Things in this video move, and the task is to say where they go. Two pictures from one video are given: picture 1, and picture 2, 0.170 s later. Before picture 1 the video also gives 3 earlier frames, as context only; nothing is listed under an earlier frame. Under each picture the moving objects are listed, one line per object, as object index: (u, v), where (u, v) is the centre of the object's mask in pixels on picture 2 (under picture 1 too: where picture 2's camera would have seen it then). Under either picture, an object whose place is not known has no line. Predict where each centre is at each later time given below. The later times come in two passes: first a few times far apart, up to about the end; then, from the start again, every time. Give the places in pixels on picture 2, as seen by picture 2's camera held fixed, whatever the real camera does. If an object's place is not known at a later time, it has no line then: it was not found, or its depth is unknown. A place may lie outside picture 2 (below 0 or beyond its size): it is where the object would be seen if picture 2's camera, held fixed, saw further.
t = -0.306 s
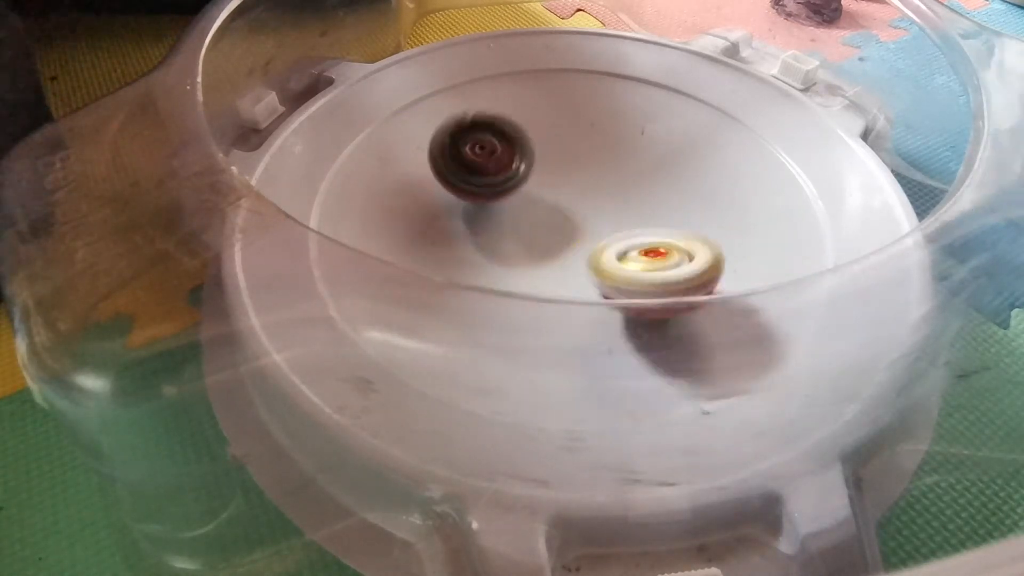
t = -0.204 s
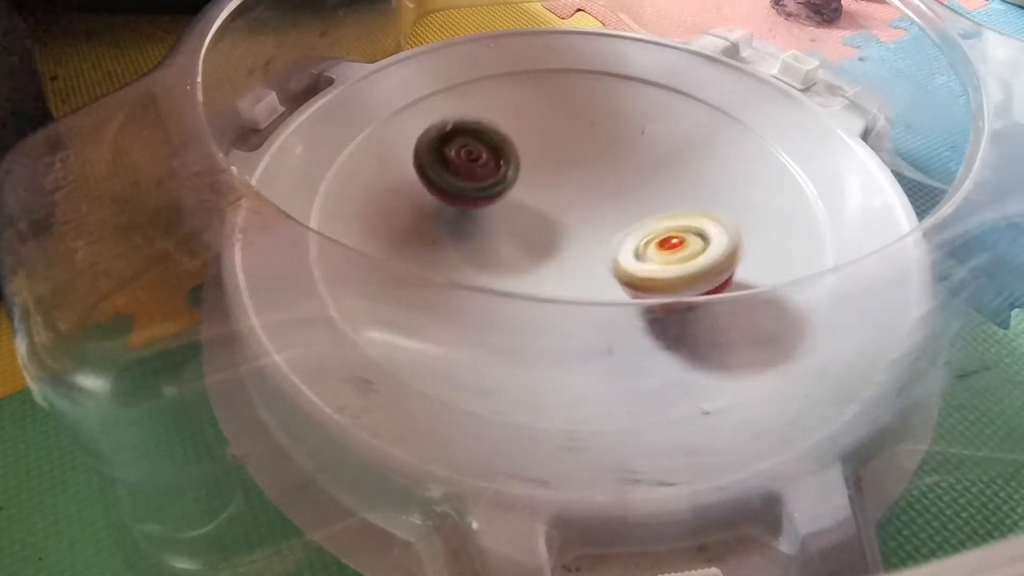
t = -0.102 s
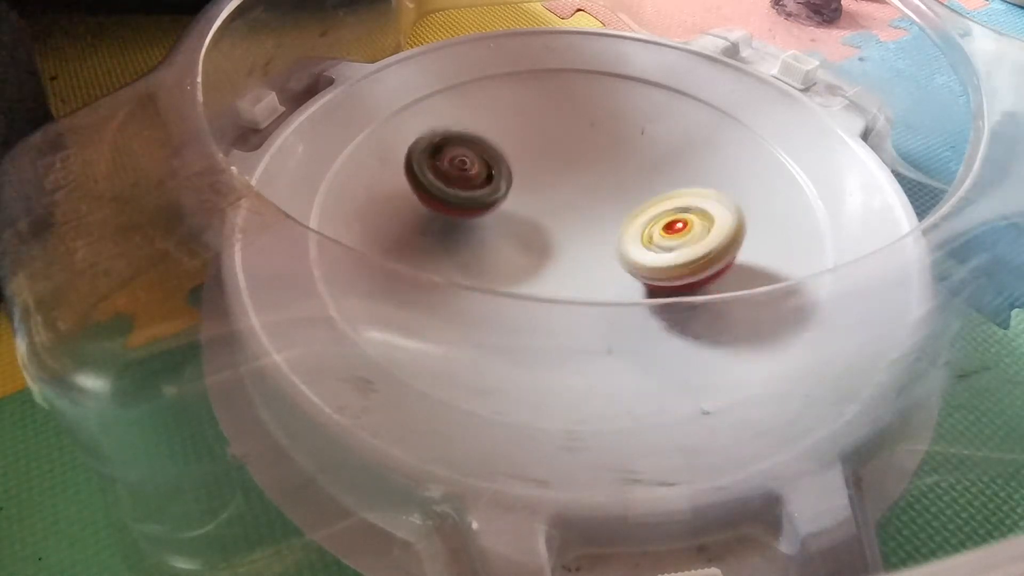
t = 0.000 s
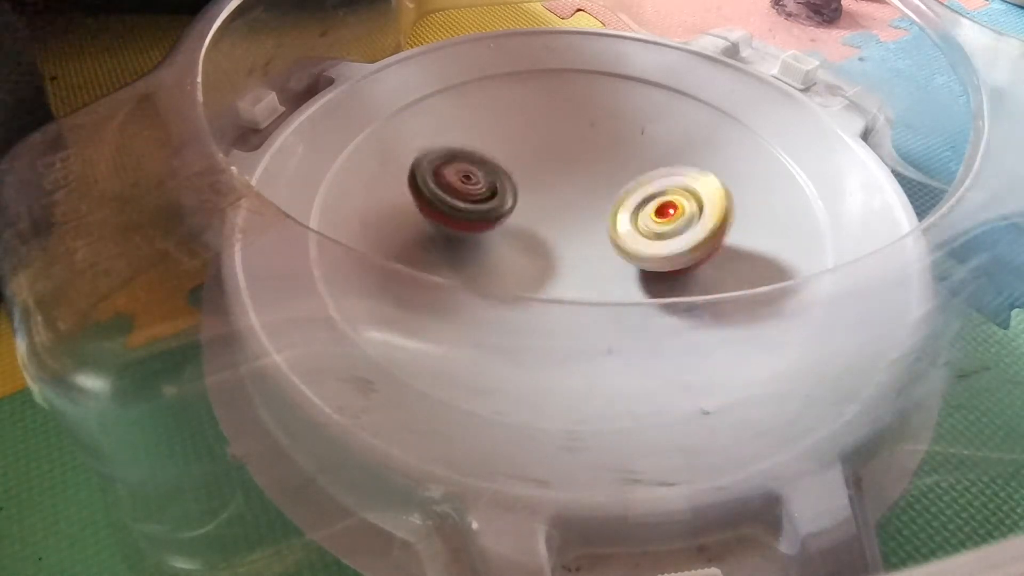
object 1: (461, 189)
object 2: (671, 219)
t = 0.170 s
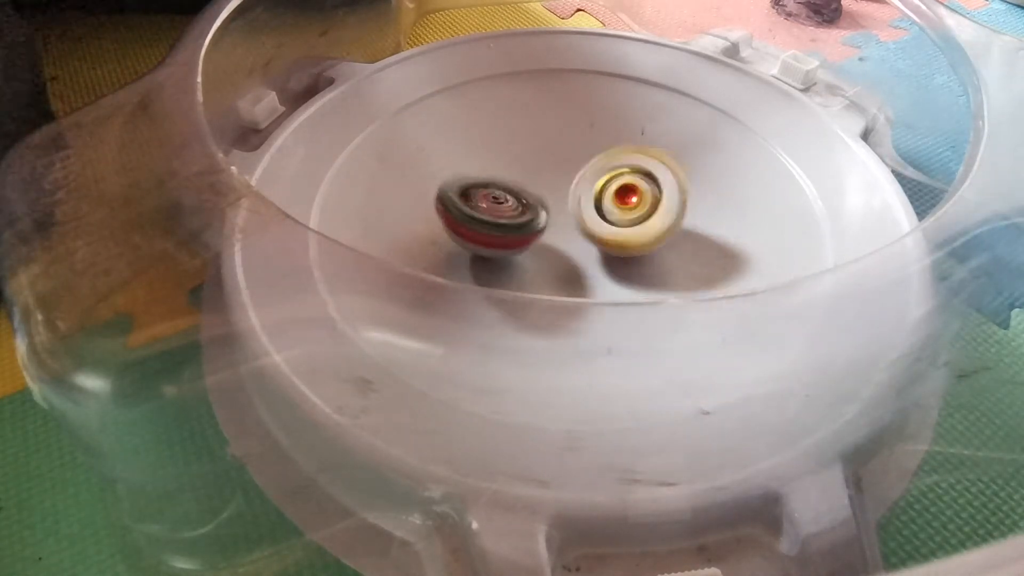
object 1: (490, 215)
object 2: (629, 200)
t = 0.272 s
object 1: (504, 224)
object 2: (612, 188)
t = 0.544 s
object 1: (533, 249)
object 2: (575, 165)
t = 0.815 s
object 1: (598, 261)
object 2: (517, 159)
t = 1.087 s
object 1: (627, 232)
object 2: (512, 185)
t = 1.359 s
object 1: (666, 180)
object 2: (488, 225)
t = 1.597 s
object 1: (665, 161)
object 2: (462, 251)
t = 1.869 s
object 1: (587, 182)
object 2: (549, 285)
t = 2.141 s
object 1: (548, 190)
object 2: (645, 311)
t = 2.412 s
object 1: (562, 226)
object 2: (653, 280)
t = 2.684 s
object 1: (554, 210)
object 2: (642, 284)
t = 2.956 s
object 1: (536, 229)
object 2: (643, 281)
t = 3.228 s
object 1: (542, 212)
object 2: (644, 280)
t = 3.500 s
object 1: (522, 214)
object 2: (643, 280)
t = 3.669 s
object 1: (515, 221)
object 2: (642, 280)
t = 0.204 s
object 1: (499, 218)
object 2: (618, 198)
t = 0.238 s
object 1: (501, 221)
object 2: (616, 192)
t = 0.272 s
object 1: (504, 224)
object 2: (612, 188)
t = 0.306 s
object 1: (507, 227)
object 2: (609, 180)
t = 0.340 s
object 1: (505, 234)
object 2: (613, 170)
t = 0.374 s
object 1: (506, 238)
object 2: (611, 163)
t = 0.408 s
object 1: (511, 241)
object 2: (604, 162)
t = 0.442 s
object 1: (516, 242)
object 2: (598, 163)
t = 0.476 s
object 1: (521, 243)
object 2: (590, 166)
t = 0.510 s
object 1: (527, 244)
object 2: (582, 169)
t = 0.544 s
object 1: (533, 249)
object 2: (575, 165)
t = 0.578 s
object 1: (539, 252)
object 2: (571, 161)
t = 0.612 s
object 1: (546, 252)
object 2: (562, 160)
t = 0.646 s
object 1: (551, 251)
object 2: (555, 163)
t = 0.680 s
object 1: (557, 250)
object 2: (551, 164)
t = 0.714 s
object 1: (564, 250)
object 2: (545, 165)
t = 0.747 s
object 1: (574, 250)
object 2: (537, 164)
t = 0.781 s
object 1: (587, 257)
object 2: (526, 160)
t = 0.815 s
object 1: (598, 261)
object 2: (517, 159)
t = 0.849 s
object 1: (605, 261)
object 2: (511, 160)
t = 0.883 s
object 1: (612, 259)
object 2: (507, 163)
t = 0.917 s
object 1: (618, 256)
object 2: (507, 167)
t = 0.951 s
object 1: (624, 253)
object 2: (506, 169)
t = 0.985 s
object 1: (626, 249)
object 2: (505, 172)
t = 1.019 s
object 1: (628, 244)
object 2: (506, 175)
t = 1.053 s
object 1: (628, 238)
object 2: (507, 180)
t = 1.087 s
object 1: (627, 232)
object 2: (512, 185)
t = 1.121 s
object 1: (624, 227)
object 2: (517, 189)
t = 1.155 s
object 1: (633, 221)
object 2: (512, 192)
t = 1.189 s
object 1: (637, 217)
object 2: (509, 192)
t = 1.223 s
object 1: (636, 213)
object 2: (514, 196)
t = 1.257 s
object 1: (636, 208)
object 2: (517, 199)
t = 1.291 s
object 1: (637, 203)
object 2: (518, 200)
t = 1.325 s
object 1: (648, 196)
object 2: (506, 214)
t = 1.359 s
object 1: (666, 180)
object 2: (488, 225)
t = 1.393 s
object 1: (677, 169)
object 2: (470, 231)
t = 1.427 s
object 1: (685, 162)
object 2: (463, 235)
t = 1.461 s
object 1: (686, 158)
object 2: (455, 242)
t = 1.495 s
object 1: (683, 156)
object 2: (452, 248)
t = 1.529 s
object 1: (677, 157)
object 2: (455, 246)
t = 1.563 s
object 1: (672, 159)
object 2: (459, 257)
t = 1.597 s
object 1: (665, 161)
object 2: (462, 251)
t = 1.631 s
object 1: (656, 165)
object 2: (471, 257)
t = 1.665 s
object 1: (647, 171)
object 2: (475, 262)
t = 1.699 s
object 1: (636, 176)
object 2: (488, 260)
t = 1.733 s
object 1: (625, 186)
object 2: (500, 260)
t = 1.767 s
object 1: (614, 194)
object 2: (515, 258)
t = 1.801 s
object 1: (605, 201)
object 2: (527, 258)
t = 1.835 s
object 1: (596, 193)
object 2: (535, 267)
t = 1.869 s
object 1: (587, 182)
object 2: (549, 285)
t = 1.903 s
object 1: (579, 176)
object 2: (565, 300)
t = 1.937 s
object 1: (571, 174)
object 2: (583, 306)
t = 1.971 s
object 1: (563, 178)
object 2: (599, 312)
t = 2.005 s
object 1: (559, 181)
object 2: (619, 314)
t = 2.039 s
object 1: (558, 182)
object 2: (627, 317)
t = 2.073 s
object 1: (555, 183)
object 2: (636, 316)
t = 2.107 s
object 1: (551, 186)
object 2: (643, 313)
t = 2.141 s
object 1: (548, 190)
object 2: (645, 311)
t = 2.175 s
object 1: (546, 196)
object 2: (645, 309)
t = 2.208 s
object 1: (546, 201)
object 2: (647, 307)
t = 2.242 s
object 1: (547, 208)
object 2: (647, 304)
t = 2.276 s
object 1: (548, 214)
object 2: (648, 301)
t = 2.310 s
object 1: (551, 219)
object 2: (648, 294)
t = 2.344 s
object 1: (555, 223)
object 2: (649, 288)
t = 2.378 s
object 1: (559, 226)
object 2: (651, 283)
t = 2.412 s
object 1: (562, 226)
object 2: (653, 280)
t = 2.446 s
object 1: (566, 224)
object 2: (654, 278)
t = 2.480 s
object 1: (567, 222)
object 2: (654, 278)
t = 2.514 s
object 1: (569, 218)
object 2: (653, 277)
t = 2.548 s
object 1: (567, 217)
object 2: (651, 278)
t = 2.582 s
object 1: (564, 214)
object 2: (652, 278)
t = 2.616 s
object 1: (560, 213)
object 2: (649, 279)
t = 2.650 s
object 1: (557, 211)
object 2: (644, 282)
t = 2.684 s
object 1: (554, 210)
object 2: (642, 284)
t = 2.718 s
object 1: (551, 210)
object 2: (642, 284)
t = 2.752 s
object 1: (547, 211)
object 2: (642, 282)
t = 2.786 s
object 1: (544, 213)
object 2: (643, 281)
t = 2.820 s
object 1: (541, 217)
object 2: (645, 279)
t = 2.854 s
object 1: (538, 221)
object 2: (645, 280)
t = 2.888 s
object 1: (536, 225)
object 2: (643, 280)
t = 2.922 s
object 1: (536, 227)
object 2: (643, 281)
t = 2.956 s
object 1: (536, 229)
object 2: (643, 281)
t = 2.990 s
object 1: (537, 232)
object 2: (644, 280)
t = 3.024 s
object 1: (539, 233)
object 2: (644, 279)
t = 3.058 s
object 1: (541, 231)
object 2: (645, 279)
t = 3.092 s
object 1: (544, 230)
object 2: (644, 280)
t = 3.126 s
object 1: (544, 226)
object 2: (644, 279)
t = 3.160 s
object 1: (545, 221)
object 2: (643, 281)
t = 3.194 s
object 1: (543, 217)
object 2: (643, 281)
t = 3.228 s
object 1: (542, 212)
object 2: (644, 280)
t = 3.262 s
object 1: (542, 210)
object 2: (644, 280)
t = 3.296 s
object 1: (538, 209)
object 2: (643, 280)
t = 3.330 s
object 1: (535, 208)
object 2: (643, 280)
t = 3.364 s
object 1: (532, 209)
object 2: (643, 280)
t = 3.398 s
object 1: (529, 208)
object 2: (643, 280)
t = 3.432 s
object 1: (526, 209)
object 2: (643, 280)
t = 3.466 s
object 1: (525, 211)
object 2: (643, 280)
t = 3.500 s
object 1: (522, 214)
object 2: (643, 280)
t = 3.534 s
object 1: (520, 215)
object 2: (643, 280)
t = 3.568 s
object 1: (518, 219)
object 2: (643, 280)
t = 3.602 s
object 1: (517, 221)
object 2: (642, 280)
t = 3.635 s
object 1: (515, 221)
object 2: (643, 280)
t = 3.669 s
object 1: (515, 221)
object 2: (642, 280)
